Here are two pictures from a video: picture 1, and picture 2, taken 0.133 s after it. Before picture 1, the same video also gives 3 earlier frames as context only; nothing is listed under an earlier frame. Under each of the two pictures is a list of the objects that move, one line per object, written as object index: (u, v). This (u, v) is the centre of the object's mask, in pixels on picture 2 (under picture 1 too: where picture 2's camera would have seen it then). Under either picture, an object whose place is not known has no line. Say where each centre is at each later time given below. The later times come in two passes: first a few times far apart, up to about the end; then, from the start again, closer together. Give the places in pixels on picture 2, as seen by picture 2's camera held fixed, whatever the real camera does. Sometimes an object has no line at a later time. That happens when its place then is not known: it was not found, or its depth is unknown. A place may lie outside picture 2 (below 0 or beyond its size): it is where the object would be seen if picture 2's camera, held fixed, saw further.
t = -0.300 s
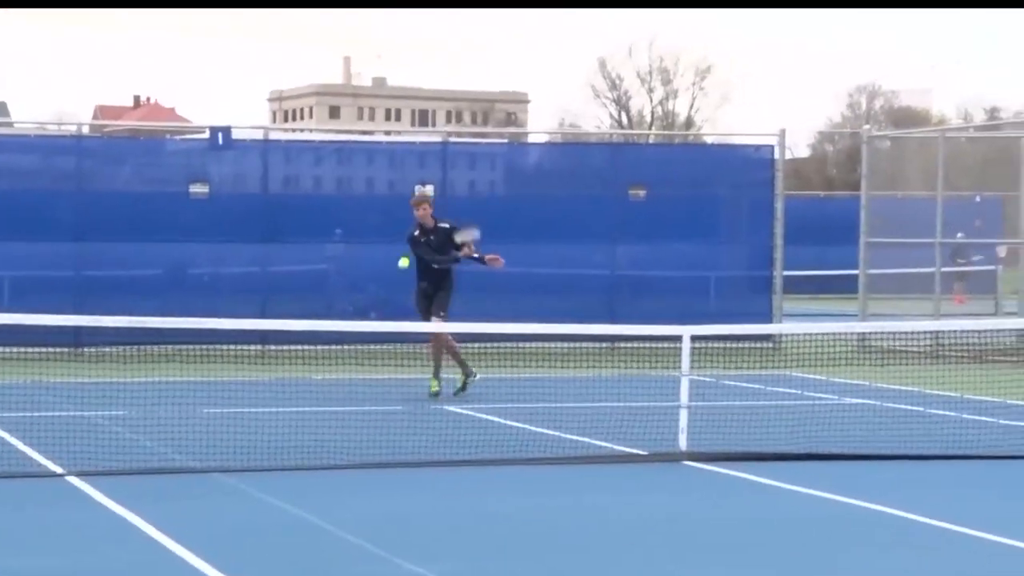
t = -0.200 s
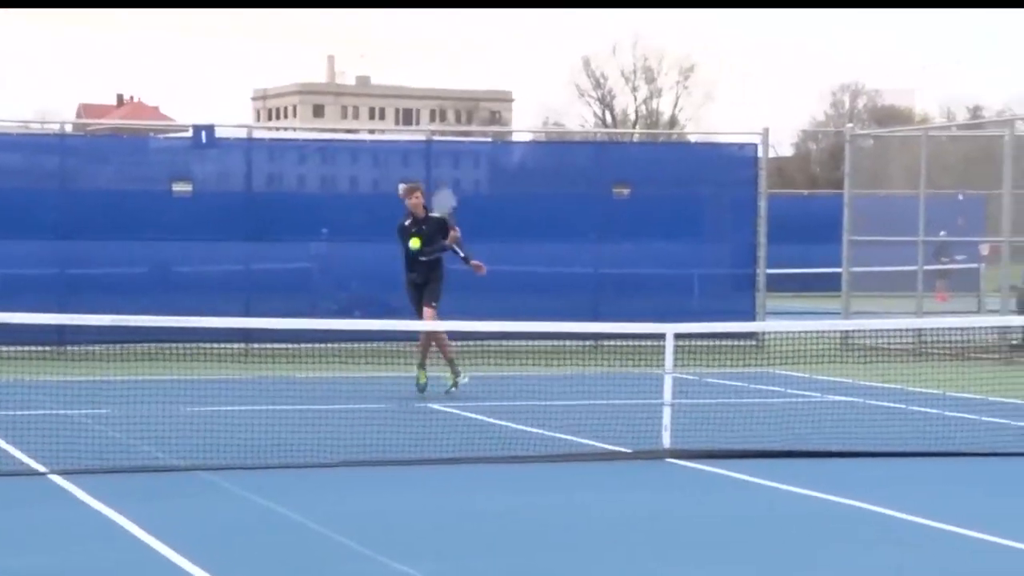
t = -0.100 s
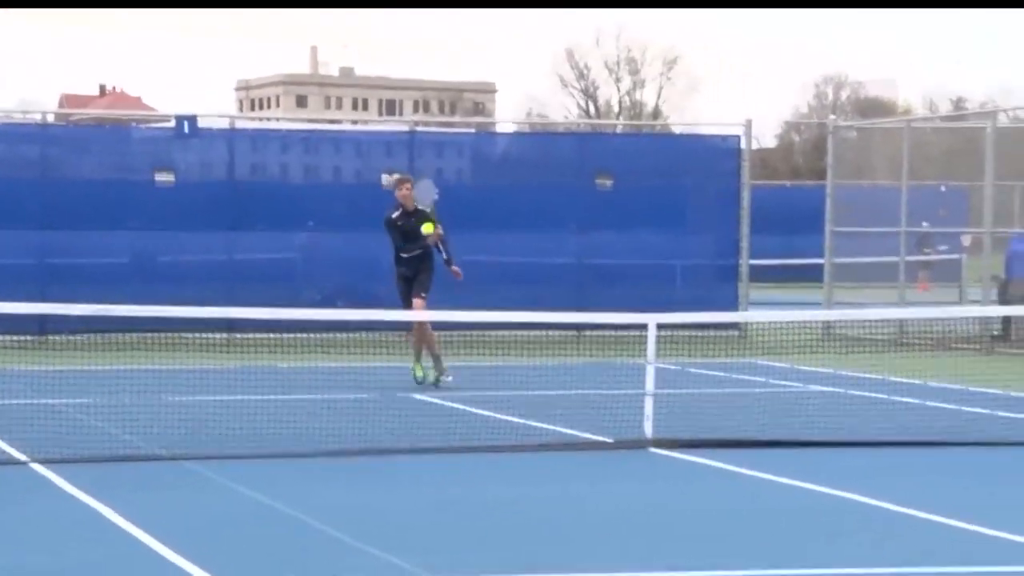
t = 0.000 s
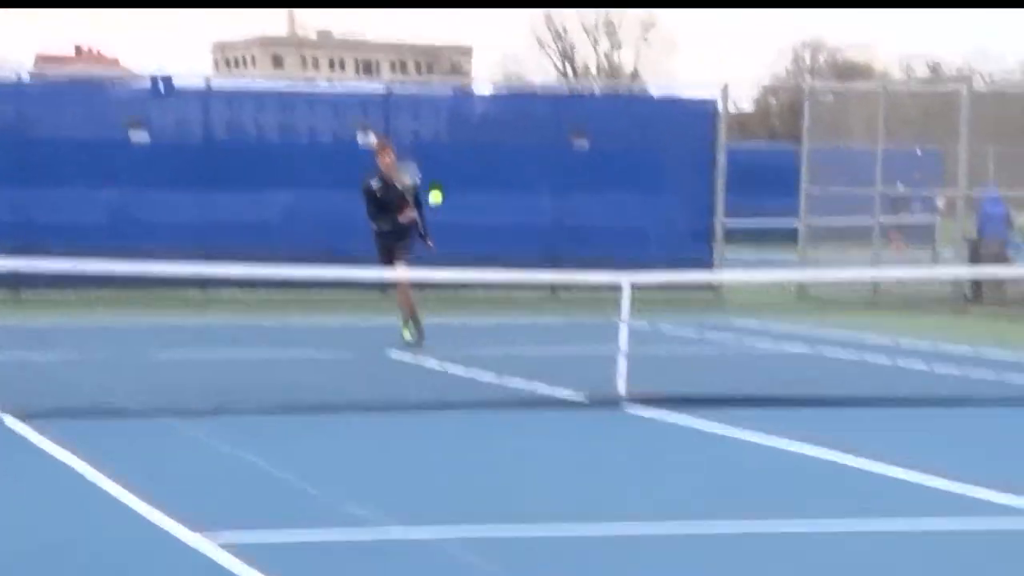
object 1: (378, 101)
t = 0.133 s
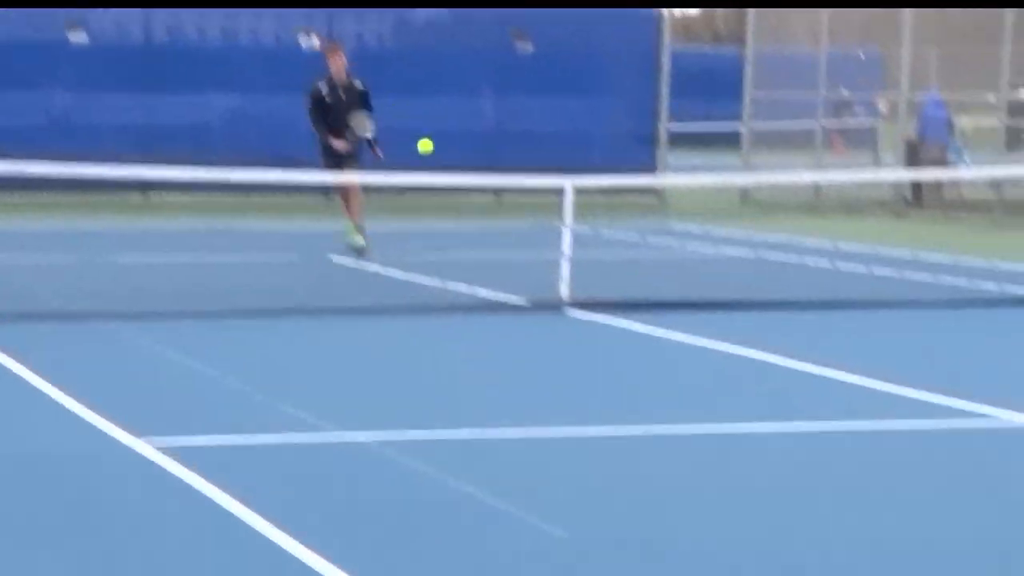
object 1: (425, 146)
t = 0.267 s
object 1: (480, 249)
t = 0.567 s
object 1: (611, 457)
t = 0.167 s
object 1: (438, 165)
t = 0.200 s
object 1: (451, 190)
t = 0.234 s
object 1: (465, 216)
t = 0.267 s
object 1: (480, 249)
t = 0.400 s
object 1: (548, 444)
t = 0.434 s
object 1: (566, 506)
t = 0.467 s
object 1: (580, 528)
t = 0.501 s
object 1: (591, 502)
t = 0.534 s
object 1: (601, 478)
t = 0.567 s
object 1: (611, 457)
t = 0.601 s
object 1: (622, 438)
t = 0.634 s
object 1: (632, 423)
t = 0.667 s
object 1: (643, 411)
